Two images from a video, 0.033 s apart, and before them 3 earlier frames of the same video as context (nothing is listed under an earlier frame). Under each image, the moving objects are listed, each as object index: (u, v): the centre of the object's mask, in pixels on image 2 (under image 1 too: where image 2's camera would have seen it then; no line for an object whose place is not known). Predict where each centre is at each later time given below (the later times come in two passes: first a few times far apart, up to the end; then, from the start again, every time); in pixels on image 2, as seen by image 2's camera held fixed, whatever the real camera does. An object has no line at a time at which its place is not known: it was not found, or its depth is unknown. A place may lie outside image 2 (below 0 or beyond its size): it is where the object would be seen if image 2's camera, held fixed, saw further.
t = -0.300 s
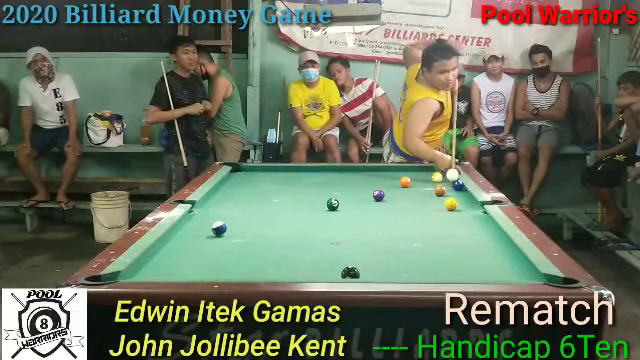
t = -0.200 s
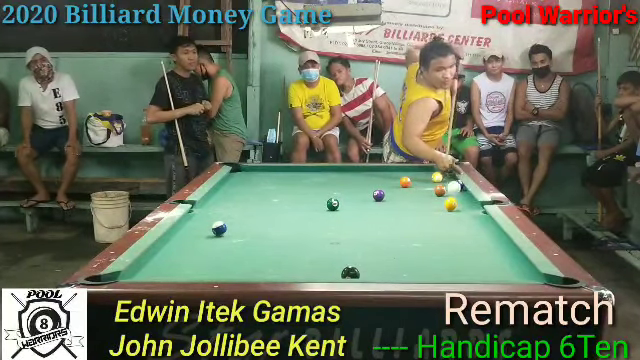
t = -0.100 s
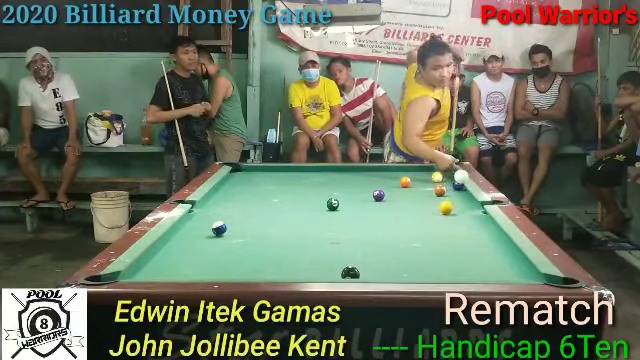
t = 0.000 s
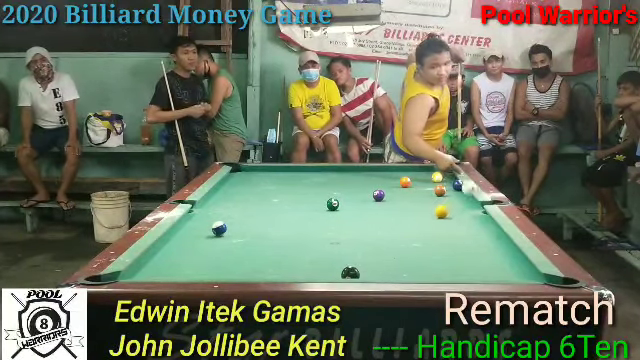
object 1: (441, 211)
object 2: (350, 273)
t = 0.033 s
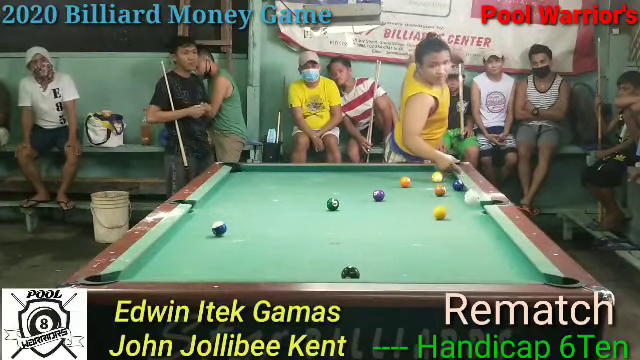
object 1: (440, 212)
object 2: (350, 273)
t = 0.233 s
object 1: (430, 219)
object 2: (350, 273)
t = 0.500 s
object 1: (416, 230)
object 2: (350, 273)
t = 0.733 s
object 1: (403, 240)
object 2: (350, 273)
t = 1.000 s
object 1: (386, 252)
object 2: (350, 273)
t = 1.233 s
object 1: (370, 264)
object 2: (350, 273)
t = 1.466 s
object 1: (361, 271)
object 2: (341, 274)
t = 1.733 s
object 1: (362, 274)
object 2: (328, 272)
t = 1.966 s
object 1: (363, 274)
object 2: (319, 270)
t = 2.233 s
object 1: (364, 273)
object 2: (309, 267)
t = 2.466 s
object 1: (364, 273)
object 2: (302, 264)
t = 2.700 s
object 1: (365, 272)
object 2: (295, 262)
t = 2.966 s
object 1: (366, 272)
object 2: (290, 259)
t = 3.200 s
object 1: (365, 272)
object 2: (286, 258)
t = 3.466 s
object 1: (365, 272)
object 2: (282, 256)
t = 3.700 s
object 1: (365, 272)
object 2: (279, 255)
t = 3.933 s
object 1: (365, 272)
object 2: (277, 255)
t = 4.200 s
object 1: (365, 272)
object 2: (277, 254)
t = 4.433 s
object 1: (365, 272)
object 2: (277, 254)
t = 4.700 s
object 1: (365, 272)
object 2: (277, 254)
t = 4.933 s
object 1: (365, 272)
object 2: (277, 254)
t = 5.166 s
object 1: (365, 272)
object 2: (277, 254)
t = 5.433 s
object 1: (365, 271)
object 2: (277, 254)
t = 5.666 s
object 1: (365, 271)
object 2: (277, 254)
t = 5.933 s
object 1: (365, 271)
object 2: (277, 254)
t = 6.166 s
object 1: (365, 271)
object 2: (277, 254)
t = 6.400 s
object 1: (365, 271)
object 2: (277, 254)
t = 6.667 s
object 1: (365, 272)
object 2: (277, 254)
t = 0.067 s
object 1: (438, 214)
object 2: (350, 273)
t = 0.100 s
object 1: (437, 214)
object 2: (350, 273)
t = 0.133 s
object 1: (435, 216)
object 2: (350, 273)
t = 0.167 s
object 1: (434, 217)
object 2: (350, 273)
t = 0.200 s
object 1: (432, 218)
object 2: (350, 273)
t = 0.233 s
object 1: (430, 219)
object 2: (350, 273)
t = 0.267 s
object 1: (428, 221)
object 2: (350, 273)
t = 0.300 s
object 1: (426, 222)
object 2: (350, 273)
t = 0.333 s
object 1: (425, 223)
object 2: (350, 273)
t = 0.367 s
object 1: (423, 224)
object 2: (350, 273)
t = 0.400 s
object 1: (421, 226)
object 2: (350, 273)
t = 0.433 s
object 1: (419, 227)
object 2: (350, 273)
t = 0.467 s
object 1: (418, 229)
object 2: (350, 273)
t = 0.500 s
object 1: (416, 230)
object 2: (350, 273)
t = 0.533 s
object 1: (414, 231)
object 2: (350, 273)
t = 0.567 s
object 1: (412, 233)
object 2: (350, 273)
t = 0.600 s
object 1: (411, 234)
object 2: (350, 273)
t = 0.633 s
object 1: (408, 236)
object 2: (350, 273)
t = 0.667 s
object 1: (406, 237)
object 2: (350, 273)
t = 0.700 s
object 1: (405, 238)
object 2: (350, 273)
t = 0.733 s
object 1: (403, 240)
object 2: (350, 273)
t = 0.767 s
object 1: (401, 241)
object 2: (350, 273)
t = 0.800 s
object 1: (399, 243)
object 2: (350, 273)
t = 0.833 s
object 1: (397, 244)
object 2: (350, 273)
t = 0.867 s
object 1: (394, 246)
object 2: (350, 273)
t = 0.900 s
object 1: (392, 248)
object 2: (350, 273)
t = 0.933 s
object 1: (390, 249)
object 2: (350, 273)
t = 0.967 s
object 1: (387, 251)
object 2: (350, 273)
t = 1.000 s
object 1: (386, 252)
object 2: (350, 273)
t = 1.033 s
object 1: (384, 254)
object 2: (350, 273)
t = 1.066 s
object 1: (381, 256)
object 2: (350, 273)
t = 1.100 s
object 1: (380, 257)
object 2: (350, 273)
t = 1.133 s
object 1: (377, 258)
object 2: (350, 273)
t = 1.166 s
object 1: (375, 260)
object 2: (350, 273)
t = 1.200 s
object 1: (373, 261)
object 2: (350, 273)
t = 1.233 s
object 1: (370, 264)
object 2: (350, 273)
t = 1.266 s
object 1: (368, 265)
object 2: (350, 273)
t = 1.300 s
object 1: (366, 267)
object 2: (350, 272)
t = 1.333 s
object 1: (364, 268)
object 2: (350, 273)
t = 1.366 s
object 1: (363, 269)
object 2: (350, 273)
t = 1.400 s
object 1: (361, 270)
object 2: (346, 273)
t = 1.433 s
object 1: (360, 270)
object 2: (343, 274)
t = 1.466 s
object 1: (361, 271)
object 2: (341, 274)
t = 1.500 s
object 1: (361, 271)
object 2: (339, 274)
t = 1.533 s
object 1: (361, 272)
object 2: (337, 274)
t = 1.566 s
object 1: (361, 272)
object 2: (336, 274)
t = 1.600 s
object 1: (362, 273)
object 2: (334, 274)
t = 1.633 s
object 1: (362, 273)
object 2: (332, 273)
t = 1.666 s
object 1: (362, 273)
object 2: (331, 273)
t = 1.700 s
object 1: (362, 273)
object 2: (330, 273)
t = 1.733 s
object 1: (362, 274)
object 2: (328, 272)
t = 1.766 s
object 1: (362, 274)
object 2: (327, 272)
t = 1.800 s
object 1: (362, 274)
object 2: (325, 272)
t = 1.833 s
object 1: (362, 274)
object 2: (324, 272)
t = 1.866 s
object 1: (363, 274)
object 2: (323, 271)
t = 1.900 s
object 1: (363, 274)
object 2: (321, 271)
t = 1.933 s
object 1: (363, 274)
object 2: (320, 270)
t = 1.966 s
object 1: (363, 274)
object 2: (319, 270)
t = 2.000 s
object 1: (363, 274)
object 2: (317, 270)
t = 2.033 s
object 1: (363, 273)
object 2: (316, 270)
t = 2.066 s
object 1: (363, 274)
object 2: (315, 270)
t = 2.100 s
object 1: (363, 273)
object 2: (314, 269)
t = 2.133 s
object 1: (364, 273)
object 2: (313, 269)
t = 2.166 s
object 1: (364, 273)
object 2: (312, 268)
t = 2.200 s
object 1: (364, 273)
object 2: (310, 268)
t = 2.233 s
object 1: (364, 273)
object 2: (309, 267)
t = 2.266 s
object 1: (364, 273)
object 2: (308, 267)
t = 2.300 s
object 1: (364, 273)
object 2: (307, 267)
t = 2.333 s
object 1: (364, 273)
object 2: (306, 266)
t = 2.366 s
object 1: (364, 273)
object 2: (305, 266)
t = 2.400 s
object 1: (364, 273)
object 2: (304, 265)
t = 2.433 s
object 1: (364, 273)
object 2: (303, 265)
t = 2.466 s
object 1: (364, 273)
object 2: (302, 264)
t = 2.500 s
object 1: (364, 273)
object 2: (301, 264)
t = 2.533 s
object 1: (365, 273)
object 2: (300, 264)
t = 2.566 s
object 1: (365, 273)
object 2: (299, 263)
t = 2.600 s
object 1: (365, 273)
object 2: (298, 263)
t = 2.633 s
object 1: (365, 272)
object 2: (297, 263)
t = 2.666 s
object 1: (365, 272)
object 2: (296, 262)
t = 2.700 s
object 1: (365, 272)
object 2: (295, 262)
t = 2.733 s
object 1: (365, 273)
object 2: (295, 262)
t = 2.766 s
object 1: (365, 272)
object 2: (294, 261)
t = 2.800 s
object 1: (366, 272)
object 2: (293, 261)
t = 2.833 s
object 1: (366, 272)
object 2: (292, 261)
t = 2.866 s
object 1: (366, 272)
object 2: (292, 260)
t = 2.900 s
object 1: (366, 272)
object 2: (291, 260)
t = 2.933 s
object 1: (366, 272)
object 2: (291, 260)
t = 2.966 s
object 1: (366, 272)
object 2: (290, 259)
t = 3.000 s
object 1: (366, 272)
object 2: (289, 259)
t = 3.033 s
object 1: (366, 272)
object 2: (289, 259)
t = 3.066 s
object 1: (366, 272)
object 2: (288, 258)
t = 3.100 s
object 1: (365, 272)
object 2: (288, 258)
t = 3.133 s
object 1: (366, 272)
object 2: (287, 258)
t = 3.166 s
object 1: (365, 272)
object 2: (287, 258)
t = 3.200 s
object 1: (365, 272)
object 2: (286, 258)
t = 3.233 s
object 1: (365, 272)
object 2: (286, 258)
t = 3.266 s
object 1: (365, 272)
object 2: (285, 258)
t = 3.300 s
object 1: (365, 272)
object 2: (285, 257)
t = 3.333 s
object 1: (366, 272)
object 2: (284, 257)
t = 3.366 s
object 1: (365, 272)
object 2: (284, 257)
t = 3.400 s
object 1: (366, 272)
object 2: (283, 257)
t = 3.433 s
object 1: (365, 272)
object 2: (283, 256)
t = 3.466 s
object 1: (365, 272)
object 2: (282, 256)
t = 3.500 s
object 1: (365, 272)
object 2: (282, 256)
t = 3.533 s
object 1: (365, 272)
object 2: (281, 256)
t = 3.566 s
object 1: (365, 272)
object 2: (281, 256)
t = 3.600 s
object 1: (365, 272)
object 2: (280, 256)
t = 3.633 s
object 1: (365, 272)
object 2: (280, 255)
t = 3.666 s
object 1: (365, 272)
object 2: (280, 255)
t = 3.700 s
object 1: (365, 272)
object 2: (279, 255)
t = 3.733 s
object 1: (365, 272)
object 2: (279, 255)
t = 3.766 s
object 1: (365, 272)
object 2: (279, 255)
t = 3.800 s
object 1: (365, 272)
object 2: (278, 255)
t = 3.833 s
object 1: (365, 272)
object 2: (278, 255)
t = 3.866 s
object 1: (365, 272)
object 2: (278, 254)
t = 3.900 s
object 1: (365, 272)
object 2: (278, 254)
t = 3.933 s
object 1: (365, 272)
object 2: (277, 255)
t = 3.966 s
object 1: (365, 272)
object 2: (277, 255)
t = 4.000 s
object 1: (365, 272)
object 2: (277, 255)
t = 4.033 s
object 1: (365, 272)
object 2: (277, 254)
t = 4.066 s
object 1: (365, 272)
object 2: (277, 254)
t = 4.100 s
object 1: (365, 272)
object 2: (277, 254)
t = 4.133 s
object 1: (365, 272)
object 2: (277, 254)
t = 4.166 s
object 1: (365, 272)
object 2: (277, 254)
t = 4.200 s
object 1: (365, 272)
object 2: (277, 254)
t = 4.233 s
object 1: (365, 272)
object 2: (277, 254)
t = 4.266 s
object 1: (365, 272)
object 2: (277, 254)
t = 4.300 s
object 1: (365, 272)
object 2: (277, 254)
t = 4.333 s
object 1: (365, 272)
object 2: (277, 254)
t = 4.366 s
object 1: (365, 272)
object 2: (277, 254)
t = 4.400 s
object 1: (365, 272)
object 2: (277, 254)
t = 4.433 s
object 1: (365, 272)
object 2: (277, 254)
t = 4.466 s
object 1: (365, 272)
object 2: (277, 254)
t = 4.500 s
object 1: (365, 272)
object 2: (277, 254)
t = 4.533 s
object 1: (365, 272)
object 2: (277, 254)
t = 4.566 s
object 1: (365, 272)
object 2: (277, 254)
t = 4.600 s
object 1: (365, 272)
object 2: (277, 254)
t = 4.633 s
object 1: (365, 272)
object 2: (277, 254)
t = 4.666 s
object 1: (365, 272)
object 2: (277, 254)
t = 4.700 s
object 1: (365, 272)
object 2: (277, 254)
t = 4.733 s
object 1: (365, 272)
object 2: (277, 254)
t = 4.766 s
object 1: (365, 272)
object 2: (277, 254)
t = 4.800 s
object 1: (365, 272)
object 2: (277, 254)
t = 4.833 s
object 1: (365, 272)
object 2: (277, 254)
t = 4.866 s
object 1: (365, 272)
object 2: (277, 254)
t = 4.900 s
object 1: (365, 272)
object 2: (277, 254)
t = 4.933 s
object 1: (365, 272)
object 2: (277, 254)
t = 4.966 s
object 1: (365, 272)
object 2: (277, 254)
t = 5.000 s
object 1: (365, 272)
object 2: (277, 254)
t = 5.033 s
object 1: (365, 272)
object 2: (277, 254)
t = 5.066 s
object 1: (365, 272)
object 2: (277, 254)
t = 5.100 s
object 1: (365, 272)
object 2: (277, 254)
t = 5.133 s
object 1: (365, 272)
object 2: (277, 254)
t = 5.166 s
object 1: (365, 272)
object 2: (277, 254)
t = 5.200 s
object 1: (365, 272)
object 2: (277, 254)
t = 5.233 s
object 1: (365, 271)
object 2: (277, 254)
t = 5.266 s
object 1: (365, 271)
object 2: (277, 254)
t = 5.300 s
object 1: (365, 271)
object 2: (277, 254)
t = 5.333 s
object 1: (365, 272)
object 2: (277, 254)
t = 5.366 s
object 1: (365, 272)
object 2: (277, 254)
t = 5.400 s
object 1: (366, 271)
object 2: (277, 254)
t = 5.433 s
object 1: (365, 271)
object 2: (277, 254)
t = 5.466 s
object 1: (365, 271)
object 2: (277, 254)
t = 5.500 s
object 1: (365, 271)
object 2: (277, 254)
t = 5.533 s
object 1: (365, 272)
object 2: (277, 254)
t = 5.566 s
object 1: (365, 271)
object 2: (277, 254)
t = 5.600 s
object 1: (365, 271)
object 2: (277, 254)
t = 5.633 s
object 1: (365, 271)
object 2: (277, 254)
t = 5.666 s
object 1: (365, 271)
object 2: (277, 254)
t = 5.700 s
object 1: (365, 271)
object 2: (277, 254)
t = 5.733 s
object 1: (365, 271)
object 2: (277, 254)
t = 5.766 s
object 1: (365, 271)
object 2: (277, 254)
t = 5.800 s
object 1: (365, 271)
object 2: (277, 254)
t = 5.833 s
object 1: (365, 271)
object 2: (277, 254)
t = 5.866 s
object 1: (365, 271)
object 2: (277, 254)
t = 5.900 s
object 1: (365, 271)
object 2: (277, 254)
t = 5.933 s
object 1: (365, 271)
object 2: (277, 254)
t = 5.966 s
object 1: (365, 271)
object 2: (277, 254)
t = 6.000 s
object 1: (365, 271)
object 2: (277, 254)
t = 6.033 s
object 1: (365, 271)
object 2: (277, 254)
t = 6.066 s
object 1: (365, 271)
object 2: (277, 254)
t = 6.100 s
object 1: (365, 271)
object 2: (277, 254)
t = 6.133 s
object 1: (365, 271)
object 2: (277, 254)
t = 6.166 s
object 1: (365, 271)
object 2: (277, 254)
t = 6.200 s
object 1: (365, 271)
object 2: (277, 254)
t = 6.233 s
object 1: (365, 271)
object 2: (277, 254)
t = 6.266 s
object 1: (365, 271)
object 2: (277, 254)
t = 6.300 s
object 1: (365, 271)
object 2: (277, 254)
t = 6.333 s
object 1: (366, 271)
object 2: (277, 254)
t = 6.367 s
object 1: (365, 272)
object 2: (277, 254)
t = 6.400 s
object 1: (365, 271)
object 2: (277, 254)
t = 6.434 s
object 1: (365, 272)
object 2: (277, 254)
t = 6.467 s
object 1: (365, 272)
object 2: (277, 254)
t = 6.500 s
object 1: (365, 272)
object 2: (277, 254)
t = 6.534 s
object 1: (365, 272)
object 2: (277, 254)
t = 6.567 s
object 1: (365, 272)
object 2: (277, 254)
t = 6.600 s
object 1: (365, 272)
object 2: (277, 254)
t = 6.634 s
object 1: (365, 272)
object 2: (277, 254)
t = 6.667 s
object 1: (365, 272)
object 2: (277, 254)
